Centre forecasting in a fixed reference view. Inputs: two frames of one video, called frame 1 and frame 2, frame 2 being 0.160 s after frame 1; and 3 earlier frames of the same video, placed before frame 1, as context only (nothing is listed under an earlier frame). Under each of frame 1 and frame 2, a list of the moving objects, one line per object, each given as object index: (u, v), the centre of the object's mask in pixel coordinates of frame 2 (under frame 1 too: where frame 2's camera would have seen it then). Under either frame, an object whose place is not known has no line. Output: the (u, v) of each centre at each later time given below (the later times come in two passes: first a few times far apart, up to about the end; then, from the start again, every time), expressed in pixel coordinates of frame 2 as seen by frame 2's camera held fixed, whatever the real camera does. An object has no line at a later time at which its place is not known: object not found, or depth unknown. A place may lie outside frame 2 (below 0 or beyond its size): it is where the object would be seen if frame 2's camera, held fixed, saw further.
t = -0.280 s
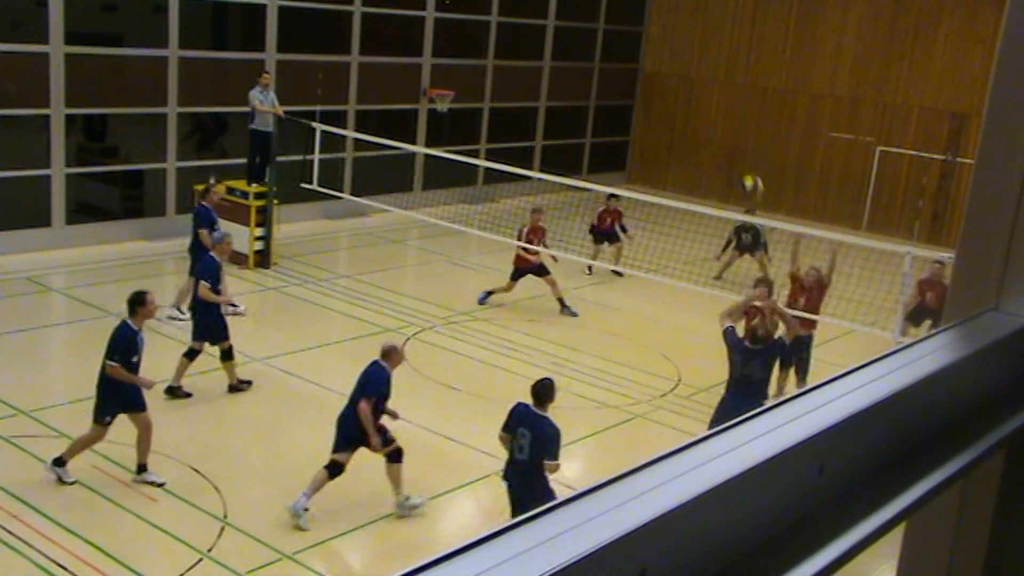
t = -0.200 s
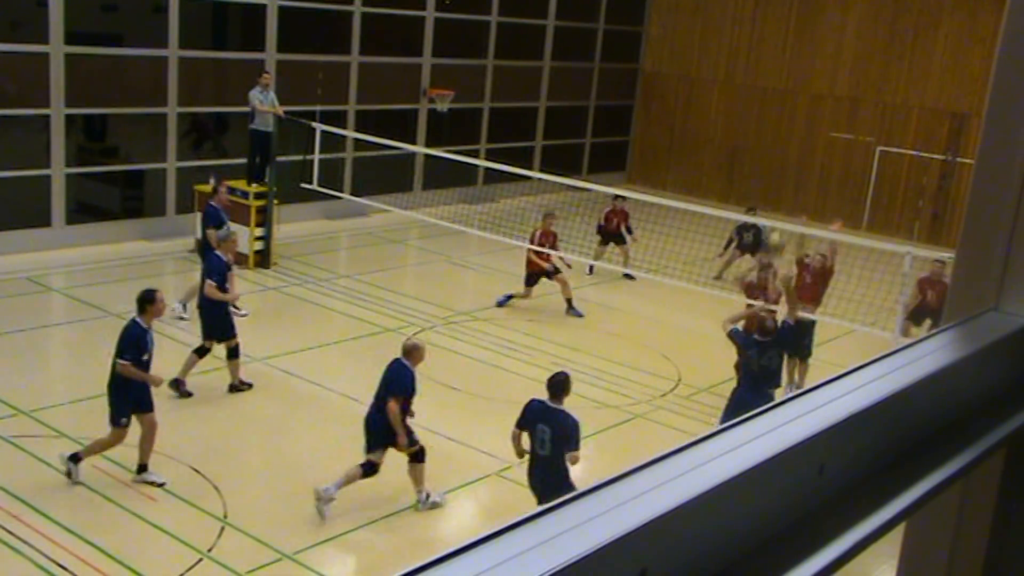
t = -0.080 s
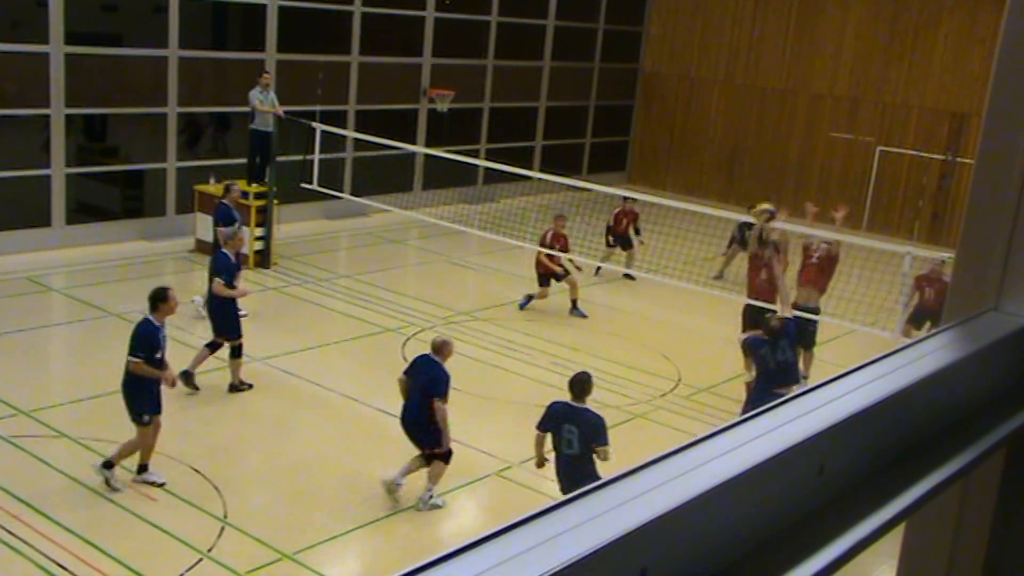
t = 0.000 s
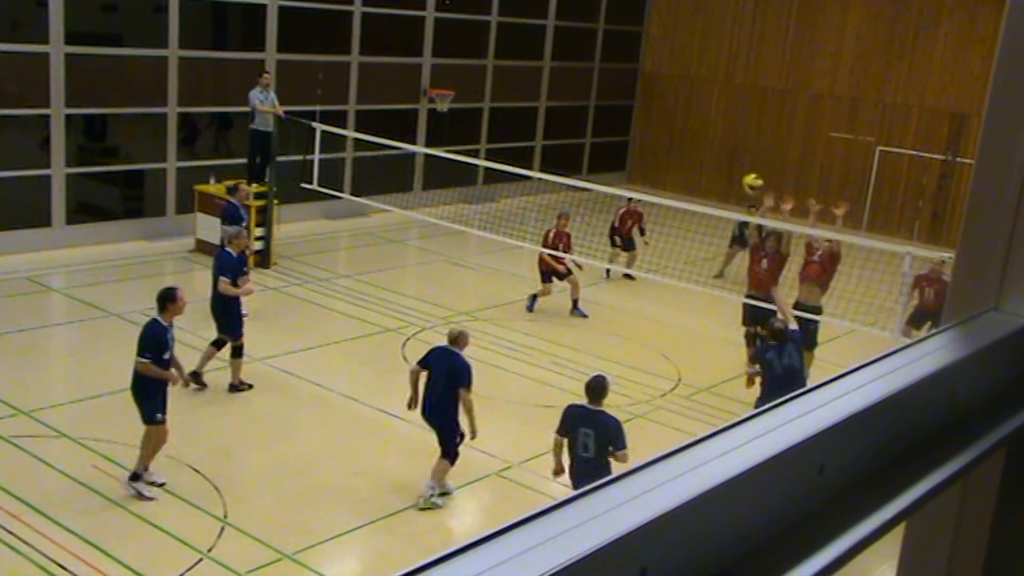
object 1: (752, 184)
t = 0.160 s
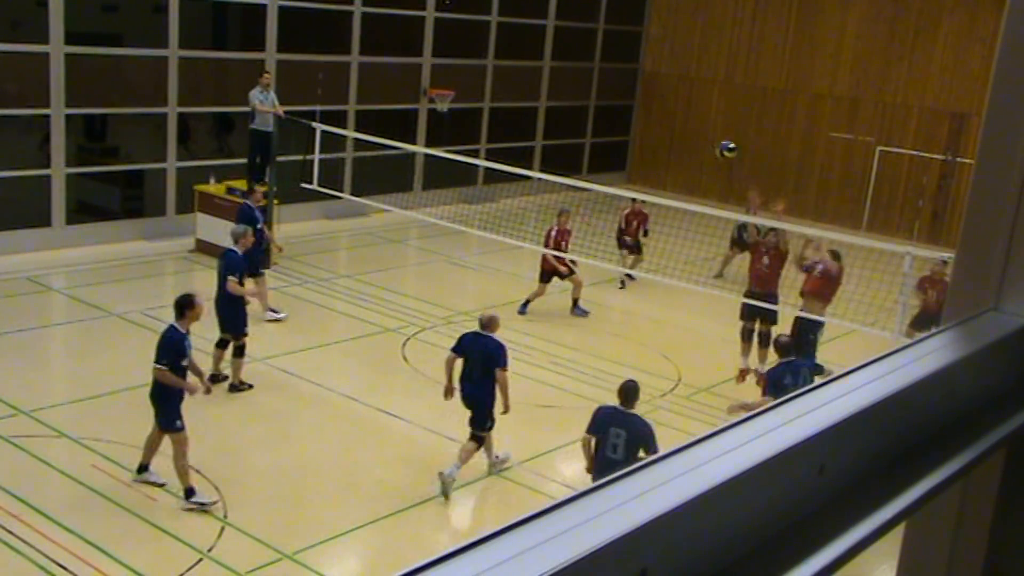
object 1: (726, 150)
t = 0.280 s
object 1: (707, 143)
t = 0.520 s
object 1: (671, 162)
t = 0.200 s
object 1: (721, 147)
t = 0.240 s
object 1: (713, 144)
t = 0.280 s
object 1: (707, 143)
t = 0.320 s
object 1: (701, 144)
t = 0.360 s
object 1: (695, 146)
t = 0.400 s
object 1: (689, 148)
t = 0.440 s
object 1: (684, 151)
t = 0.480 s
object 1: (677, 156)
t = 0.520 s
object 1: (671, 162)
